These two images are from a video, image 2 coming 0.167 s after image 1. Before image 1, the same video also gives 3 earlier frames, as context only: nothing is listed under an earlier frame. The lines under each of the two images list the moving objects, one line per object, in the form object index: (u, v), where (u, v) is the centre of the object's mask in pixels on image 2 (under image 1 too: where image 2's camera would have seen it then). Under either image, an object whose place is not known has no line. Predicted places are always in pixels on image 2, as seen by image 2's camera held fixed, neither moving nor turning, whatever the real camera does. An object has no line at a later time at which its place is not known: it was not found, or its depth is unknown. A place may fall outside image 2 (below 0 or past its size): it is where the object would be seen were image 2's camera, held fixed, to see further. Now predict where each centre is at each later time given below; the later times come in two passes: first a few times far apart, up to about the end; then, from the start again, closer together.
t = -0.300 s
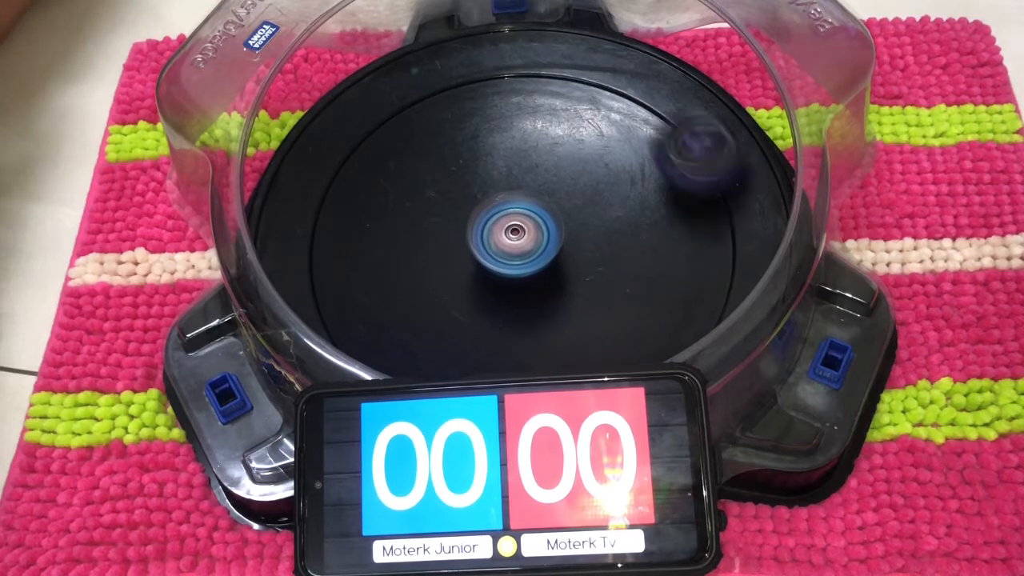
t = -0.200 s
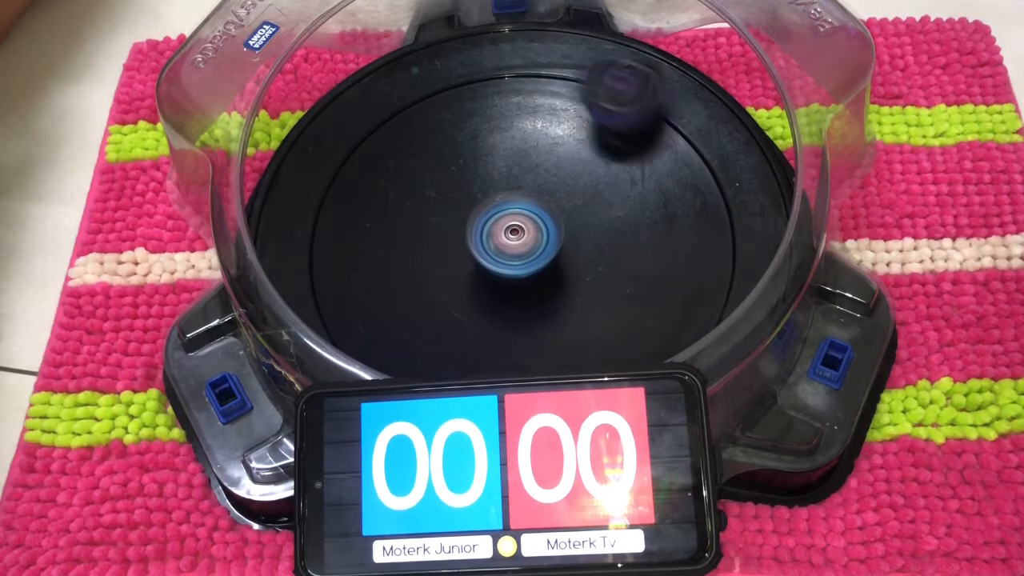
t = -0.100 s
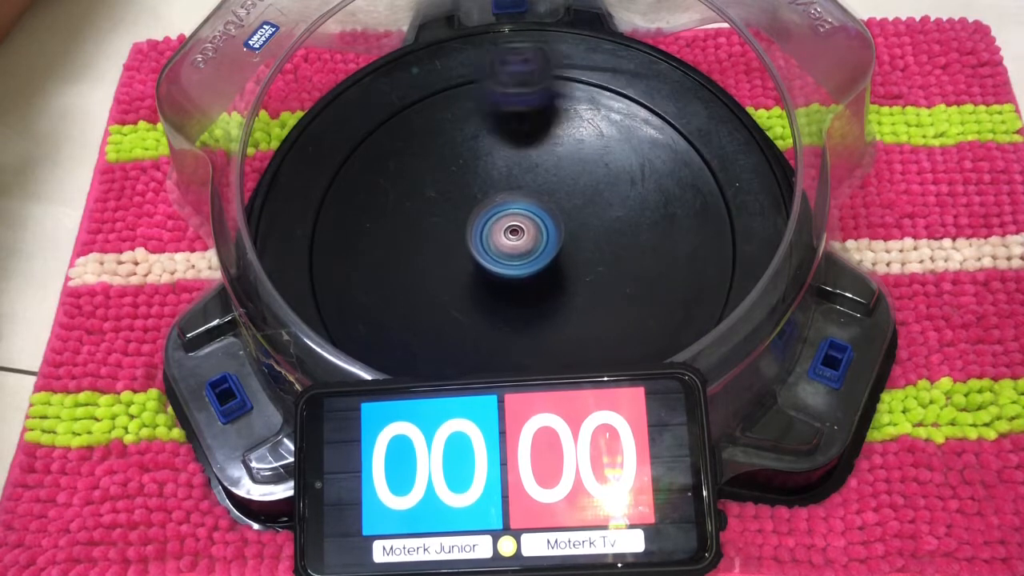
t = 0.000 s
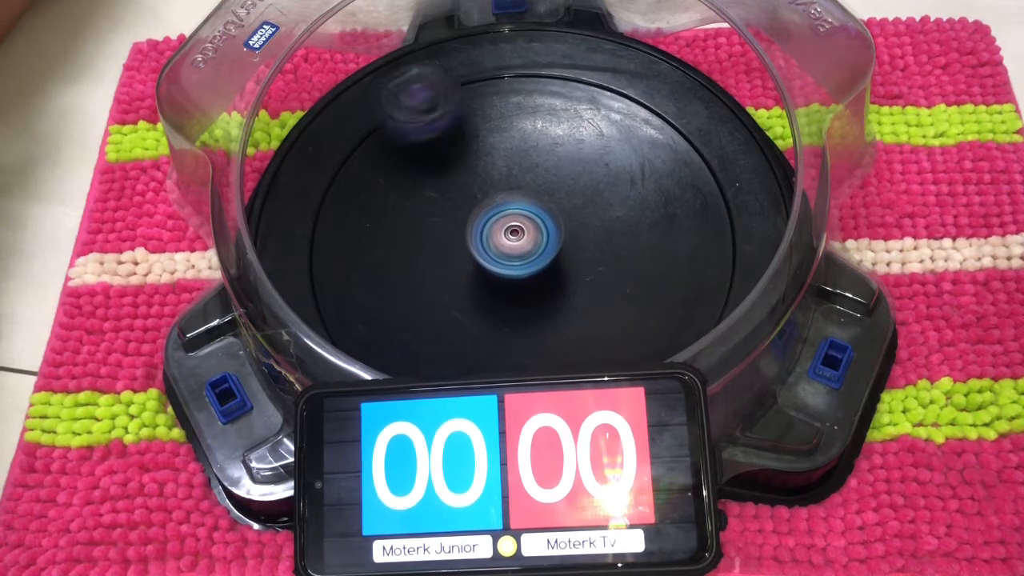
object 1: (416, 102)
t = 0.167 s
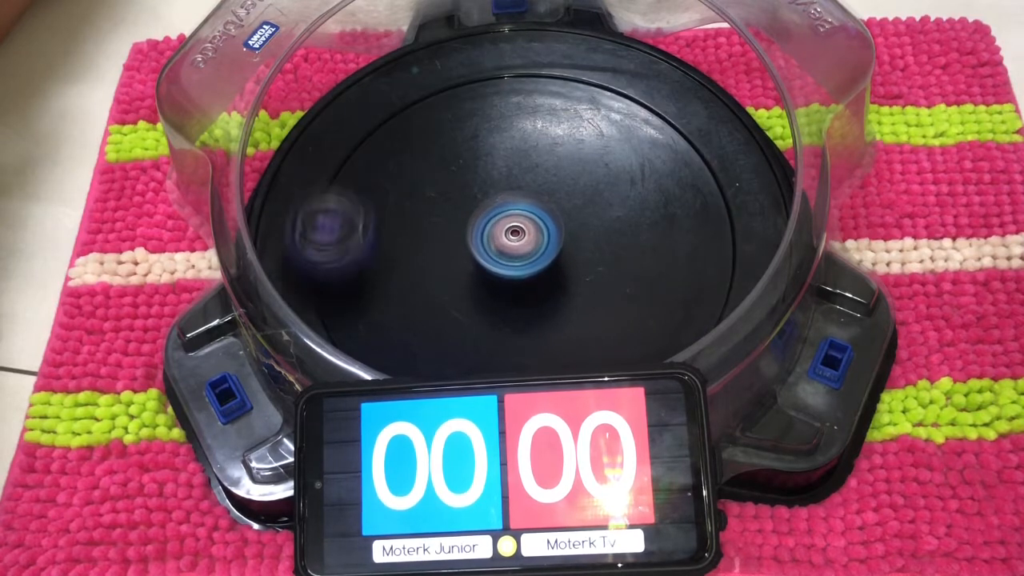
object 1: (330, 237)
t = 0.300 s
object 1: (382, 342)
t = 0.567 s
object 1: (657, 331)
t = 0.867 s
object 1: (610, 115)
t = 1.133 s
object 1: (374, 156)
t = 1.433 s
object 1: (452, 357)
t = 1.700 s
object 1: (679, 268)
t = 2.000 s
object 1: (527, 105)
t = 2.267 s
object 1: (367, 224)
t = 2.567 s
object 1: (550, 344)
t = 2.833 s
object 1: (649, 200)
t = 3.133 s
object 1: (456, 144)
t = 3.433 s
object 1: (414, 314)
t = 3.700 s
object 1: (601, 325)
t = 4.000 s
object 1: (598, 163)
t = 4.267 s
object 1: (420, 172)
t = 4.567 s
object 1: (448, 334)
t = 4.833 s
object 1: (624, 295)
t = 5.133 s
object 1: (567, 145)
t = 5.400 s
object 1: (406, 192)
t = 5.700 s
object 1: (482, 338)
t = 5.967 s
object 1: (638, 271)
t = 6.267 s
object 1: (543, 140)
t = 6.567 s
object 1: (394, 233)
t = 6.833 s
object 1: (502, 337)
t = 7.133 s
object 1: (637, 238)
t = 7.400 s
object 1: (526, 142)
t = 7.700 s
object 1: (394, 243)
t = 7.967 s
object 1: (509, 336)
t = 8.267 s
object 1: (634, 227)
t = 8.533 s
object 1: (520, 143)
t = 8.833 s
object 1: (401, 248)
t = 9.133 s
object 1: (539, 333)
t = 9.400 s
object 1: (630, 226)
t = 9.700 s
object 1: (500, 150)
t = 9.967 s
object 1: (402, 246)
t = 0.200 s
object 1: (329, 270)
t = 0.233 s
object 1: (342, 300)
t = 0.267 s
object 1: (357, 321)
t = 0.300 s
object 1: (382, 342)
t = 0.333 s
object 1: (408, 355)
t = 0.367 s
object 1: (438, 364)
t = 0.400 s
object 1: (474, 366)
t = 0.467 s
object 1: (560, 360)
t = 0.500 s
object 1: (604, 355)
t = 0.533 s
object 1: (633, 346)
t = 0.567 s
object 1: (657, 331)
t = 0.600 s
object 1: (680, 312)
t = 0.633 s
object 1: (696, 287)
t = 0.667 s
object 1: (704, 256)
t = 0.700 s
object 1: (703, 228)
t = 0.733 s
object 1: (695, 200)
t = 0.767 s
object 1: (683, 173)
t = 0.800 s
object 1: (664, 150)
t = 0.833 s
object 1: (640, 130)
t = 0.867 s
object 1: (610, 115)
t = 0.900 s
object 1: (580, 104)
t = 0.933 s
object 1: (547, 95)
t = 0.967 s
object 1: (517, 96)
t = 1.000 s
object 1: (481, 96)
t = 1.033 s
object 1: (452, 105)
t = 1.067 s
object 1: (421, 118)
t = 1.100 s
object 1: (396, 135)
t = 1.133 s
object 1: (374, 156)
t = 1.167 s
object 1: (357, 182)
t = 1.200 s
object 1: (346, 209)
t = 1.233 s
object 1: (342, 238)
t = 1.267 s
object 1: (345, 270)
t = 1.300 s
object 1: (352, 297)
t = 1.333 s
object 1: (371, 323)
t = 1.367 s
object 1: (396, 339)
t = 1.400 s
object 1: (419, 351)
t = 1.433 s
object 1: (452, 357)
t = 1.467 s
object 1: (488, 359)
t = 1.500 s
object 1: (526, 358)
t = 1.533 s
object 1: (564, 353)
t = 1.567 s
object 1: (598, 345)
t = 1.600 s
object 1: (627, 334)
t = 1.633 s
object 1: (651, 320)
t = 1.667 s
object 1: (669, 296)
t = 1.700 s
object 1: (679, 268)
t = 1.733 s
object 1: (683, 240)
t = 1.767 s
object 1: (678, 212)
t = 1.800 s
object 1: (670, 186)
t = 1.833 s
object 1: (655, 165)
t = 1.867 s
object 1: (636, 144)
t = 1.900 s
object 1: (612, 128)
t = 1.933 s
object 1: (585, 115)
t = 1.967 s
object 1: (557, 108)
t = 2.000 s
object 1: (527, 105)
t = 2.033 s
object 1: (496, 107)
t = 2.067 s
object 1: (466, 114)
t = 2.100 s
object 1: (444, 122)
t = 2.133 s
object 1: (419, 137)
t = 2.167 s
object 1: (399, 156)
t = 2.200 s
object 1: (385, 175)
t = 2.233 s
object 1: (374, 198)
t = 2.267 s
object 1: (367, 224)
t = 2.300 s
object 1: (368, 250)
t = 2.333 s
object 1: (375, 275)
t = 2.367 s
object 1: (388, 300)
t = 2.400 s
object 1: (406, 323)
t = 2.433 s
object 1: (428, 337)
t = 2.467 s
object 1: (453, 344)
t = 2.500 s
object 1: (484, 346)
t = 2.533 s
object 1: (516, 344)
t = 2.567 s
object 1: (550, 344)
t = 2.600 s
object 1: (580, 337)
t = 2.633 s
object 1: (607, 329)
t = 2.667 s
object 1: (632, 314)
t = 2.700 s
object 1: (645, 292)
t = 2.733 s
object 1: (654, 269)
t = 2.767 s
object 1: (657, 245)
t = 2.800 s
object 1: (655, 222)
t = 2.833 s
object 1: (649, 200)
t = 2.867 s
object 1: (638, 182)
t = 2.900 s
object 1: (621, 165)
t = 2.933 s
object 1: (600, 150)
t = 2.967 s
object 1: (578, 140)
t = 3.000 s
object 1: (554, 132)
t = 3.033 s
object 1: (529, 129)
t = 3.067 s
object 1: (503, 131)
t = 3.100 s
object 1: (480, 136)
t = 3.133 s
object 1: (456, 144)
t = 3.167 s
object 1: (432, 158)
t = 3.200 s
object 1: (416, 172)
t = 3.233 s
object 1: (403, 190)
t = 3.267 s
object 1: (392, 210)
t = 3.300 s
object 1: (387, 230)
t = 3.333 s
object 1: (386, 252)
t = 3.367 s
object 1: (391, 274)
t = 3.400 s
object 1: (400, 295)
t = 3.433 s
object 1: (414, 314)
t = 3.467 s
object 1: (434, 329)
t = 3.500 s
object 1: (455, 338)
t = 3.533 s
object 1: (479, 341)
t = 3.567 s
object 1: (504, 342)
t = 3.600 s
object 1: (529, 341)
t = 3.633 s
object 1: (554, 338)
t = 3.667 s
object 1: (580, 332)
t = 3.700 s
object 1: (601, 325)
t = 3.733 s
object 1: (619, 310)
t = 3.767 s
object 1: (633, 290)
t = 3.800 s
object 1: (641, 269)
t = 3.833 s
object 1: (644, 249)
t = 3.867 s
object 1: (642, 230)
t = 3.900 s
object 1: (636, 209)
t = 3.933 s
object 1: (628, 191)
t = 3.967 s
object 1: (614, 176)
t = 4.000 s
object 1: (598, 163)
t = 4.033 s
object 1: (577, 152)
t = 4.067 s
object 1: (555, 144)
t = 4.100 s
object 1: (532, 139)
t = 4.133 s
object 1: (506, 140)
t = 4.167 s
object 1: (486, 142)
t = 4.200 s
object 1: (462, 148)
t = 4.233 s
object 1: (441, 158)
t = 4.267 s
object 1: (420, 172)
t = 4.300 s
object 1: (406, 186)
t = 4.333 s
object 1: (395, 205)
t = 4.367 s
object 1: (388, 225)
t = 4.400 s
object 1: (386, 247)
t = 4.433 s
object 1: (390, 267)
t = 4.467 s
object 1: (397, 286)
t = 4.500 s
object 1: (409, 306)
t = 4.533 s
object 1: (426, 321)
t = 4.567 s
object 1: (448, 334)
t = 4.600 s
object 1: (472, 339)
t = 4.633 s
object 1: (492, 339)
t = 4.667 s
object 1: (519, 339)
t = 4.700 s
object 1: (544, 337)
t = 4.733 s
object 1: (567, 331)
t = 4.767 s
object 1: (590, 325)
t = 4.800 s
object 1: (607, 312)
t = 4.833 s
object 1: (624, 295)
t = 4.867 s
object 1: (634, 276)
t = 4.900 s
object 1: (639, 254)
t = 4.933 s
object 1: (639, 235)
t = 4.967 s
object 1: (635, 215)
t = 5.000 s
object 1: (631, 196)
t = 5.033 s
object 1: (620, 180)
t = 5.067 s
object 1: (605, 166)
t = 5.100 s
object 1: (587, 154)
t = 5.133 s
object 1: (567, 145)
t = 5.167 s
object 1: (546, 139)
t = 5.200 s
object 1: (522, 136)
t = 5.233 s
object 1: (503, 139)
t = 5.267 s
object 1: (477, 142)
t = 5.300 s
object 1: (456, 148)
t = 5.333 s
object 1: (436, 160)
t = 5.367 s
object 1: (419, 175)
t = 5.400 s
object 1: (406, 192)
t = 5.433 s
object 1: (396, 211)
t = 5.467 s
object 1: (392, 230)
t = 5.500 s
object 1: (392, 251)
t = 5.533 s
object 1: (396, 273)
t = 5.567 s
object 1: (405, 291)
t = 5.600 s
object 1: (418, 310)
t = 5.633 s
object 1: (438, 324)
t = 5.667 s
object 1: (460, 333)
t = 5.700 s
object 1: (482, 338)
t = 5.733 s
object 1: (507, 337)
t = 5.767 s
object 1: (528, 337)
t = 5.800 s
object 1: (553, 334)
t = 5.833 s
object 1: (578, 331)
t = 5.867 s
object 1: (597, 322)
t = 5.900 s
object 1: (617, 306)
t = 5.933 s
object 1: (630, 290)
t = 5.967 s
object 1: (638, 271)
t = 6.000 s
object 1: (642, 250)
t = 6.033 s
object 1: (643, 231)
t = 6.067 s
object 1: (638, 211)
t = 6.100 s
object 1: (632, 194)
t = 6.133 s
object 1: (619, 178)
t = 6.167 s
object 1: (603, 165)
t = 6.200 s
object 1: (586, 155)
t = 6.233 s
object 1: (564, 147)
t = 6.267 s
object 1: (543, 140)
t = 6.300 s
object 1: (521, 139)
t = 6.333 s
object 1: (500, 143)
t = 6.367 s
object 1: (476, 146)
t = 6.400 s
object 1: (453, 155)
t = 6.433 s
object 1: (434, 167)
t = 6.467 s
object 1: (419, 181)
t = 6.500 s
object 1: (406, 197)
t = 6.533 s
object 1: (398, 215)
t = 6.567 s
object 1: (394, 233)
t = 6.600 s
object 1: (393, 253)
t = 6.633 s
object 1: (396, 273)
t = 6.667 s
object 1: (406, 292)
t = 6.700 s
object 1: (419, 308)
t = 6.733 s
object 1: (436, 322)
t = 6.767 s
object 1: (458, 333)
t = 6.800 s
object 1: (478, 338)
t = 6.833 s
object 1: (502, 337)
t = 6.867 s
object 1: (524, 337)
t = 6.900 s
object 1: (548, 335)
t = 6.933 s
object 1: (570, 331)
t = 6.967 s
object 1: (590, 324)
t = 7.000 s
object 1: (609, 310)
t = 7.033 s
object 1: (623, 294)
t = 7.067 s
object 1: (632, 276)
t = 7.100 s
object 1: (637, 255)
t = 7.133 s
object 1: (637, 238)
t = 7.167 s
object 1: (634, 217)
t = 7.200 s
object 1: (628, 200)
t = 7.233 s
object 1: (618, 184)
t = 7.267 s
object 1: (603, 171)
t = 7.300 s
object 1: (586, 160)
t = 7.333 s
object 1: (567, 151)
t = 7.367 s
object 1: (546, 145)
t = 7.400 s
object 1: (526, 142)
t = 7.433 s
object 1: (504, 143)
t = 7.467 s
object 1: (483, 146)
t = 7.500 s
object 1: (461, 153)
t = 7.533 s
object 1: (443, 162)
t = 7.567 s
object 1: (426, 175)
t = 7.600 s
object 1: (411, 191)
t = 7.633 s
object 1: (402, 206)
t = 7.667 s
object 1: (396, 223)
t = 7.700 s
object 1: (394, 243)
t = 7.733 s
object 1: (396, 261)
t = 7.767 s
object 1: (403, 280)
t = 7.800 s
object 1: (413, 298)
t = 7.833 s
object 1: (426, 313)
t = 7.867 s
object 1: (448, 325)
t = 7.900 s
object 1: (467, 332)
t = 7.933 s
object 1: (489, 335)
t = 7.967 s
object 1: (509, 336)
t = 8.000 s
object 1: (534, 332)
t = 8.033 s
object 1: (558, 331)
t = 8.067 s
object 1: (578, 324)
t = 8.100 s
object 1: (596, 313)
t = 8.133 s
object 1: (614, 298)
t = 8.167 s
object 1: (624, 283)
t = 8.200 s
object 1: (631, 264)
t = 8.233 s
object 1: (636, 246)
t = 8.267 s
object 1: (634, 227)
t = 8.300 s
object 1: (630, 210)
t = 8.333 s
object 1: (623, 194)
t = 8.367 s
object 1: (611, 179)
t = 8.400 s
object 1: (597, 168)
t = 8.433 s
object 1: (580, 157)
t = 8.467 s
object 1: (561, 149)
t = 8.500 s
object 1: (541, 144)
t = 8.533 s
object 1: (520, 143)
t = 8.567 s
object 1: (501, 146)
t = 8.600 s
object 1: (481, 150)
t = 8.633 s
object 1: (457, 159)
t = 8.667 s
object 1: (444, 167)
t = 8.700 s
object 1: (428, 179)
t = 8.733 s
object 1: (415, 195)
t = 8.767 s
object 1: (406, 214)
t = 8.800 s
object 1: (402, 230)
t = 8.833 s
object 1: (401, 248)
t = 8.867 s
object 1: (403, 267)
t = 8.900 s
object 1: (411, 285)
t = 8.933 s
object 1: (422, 302)
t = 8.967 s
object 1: (439, 315)
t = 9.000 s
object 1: (457, 326)
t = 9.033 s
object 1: (477, 332)
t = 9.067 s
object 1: (496, 334)
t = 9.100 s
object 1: (515, 334)
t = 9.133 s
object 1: (539, 333)
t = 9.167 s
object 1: (562, 330)
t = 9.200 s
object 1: (580, 322)
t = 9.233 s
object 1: (598, 312)
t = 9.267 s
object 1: (612, 298)
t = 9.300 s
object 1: (623, 281)
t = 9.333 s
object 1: (629, 263)
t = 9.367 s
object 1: (632, 246)
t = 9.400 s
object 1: (630, 226)
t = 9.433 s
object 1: (626, 210)
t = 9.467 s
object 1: (619, 195)
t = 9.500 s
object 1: (608, 182)
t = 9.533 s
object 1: (593, 171)
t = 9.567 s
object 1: (577, 163)
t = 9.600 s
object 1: (558, 154)
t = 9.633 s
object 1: (540, 150)
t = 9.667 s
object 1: (518, 149)
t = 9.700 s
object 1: (500, 150)
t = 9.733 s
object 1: (479, 154)
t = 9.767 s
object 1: (458, 161)
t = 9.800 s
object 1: (444, 170)
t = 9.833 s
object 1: (428, 183)
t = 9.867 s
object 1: (416, 197)
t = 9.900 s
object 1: (408, 213)
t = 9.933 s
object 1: (403, 229)
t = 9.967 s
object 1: (402, 246)
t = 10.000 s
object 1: (404, 263)
